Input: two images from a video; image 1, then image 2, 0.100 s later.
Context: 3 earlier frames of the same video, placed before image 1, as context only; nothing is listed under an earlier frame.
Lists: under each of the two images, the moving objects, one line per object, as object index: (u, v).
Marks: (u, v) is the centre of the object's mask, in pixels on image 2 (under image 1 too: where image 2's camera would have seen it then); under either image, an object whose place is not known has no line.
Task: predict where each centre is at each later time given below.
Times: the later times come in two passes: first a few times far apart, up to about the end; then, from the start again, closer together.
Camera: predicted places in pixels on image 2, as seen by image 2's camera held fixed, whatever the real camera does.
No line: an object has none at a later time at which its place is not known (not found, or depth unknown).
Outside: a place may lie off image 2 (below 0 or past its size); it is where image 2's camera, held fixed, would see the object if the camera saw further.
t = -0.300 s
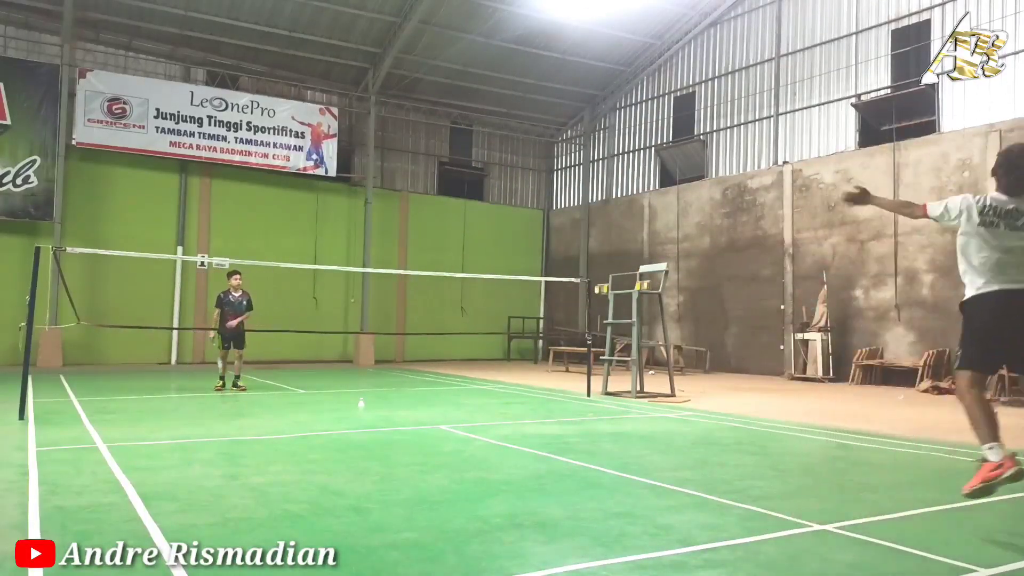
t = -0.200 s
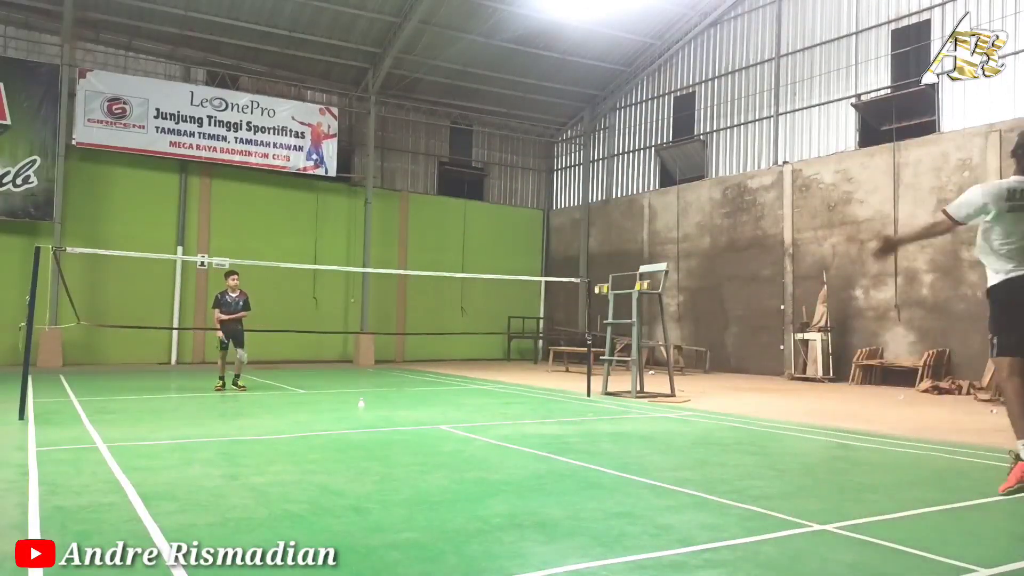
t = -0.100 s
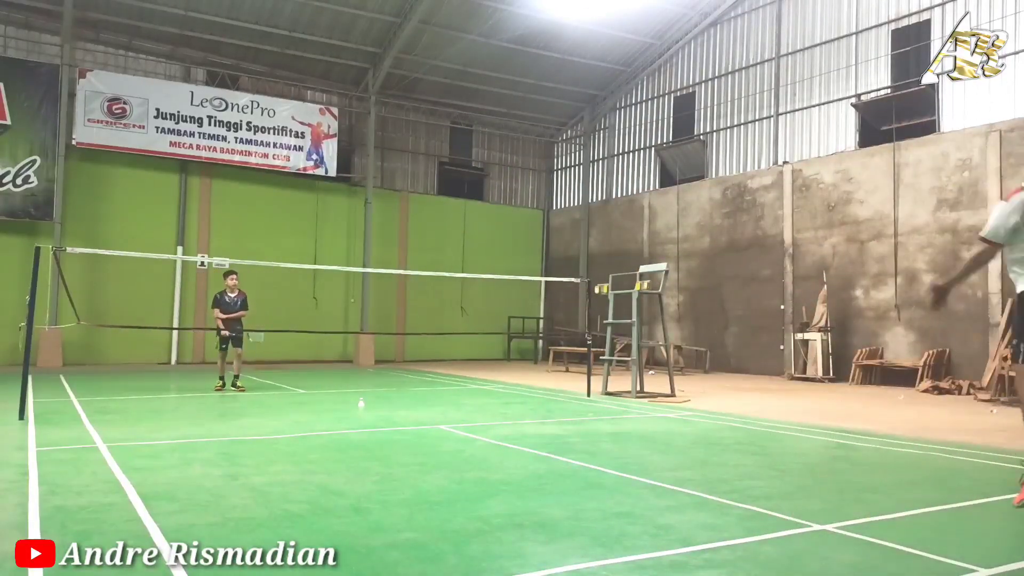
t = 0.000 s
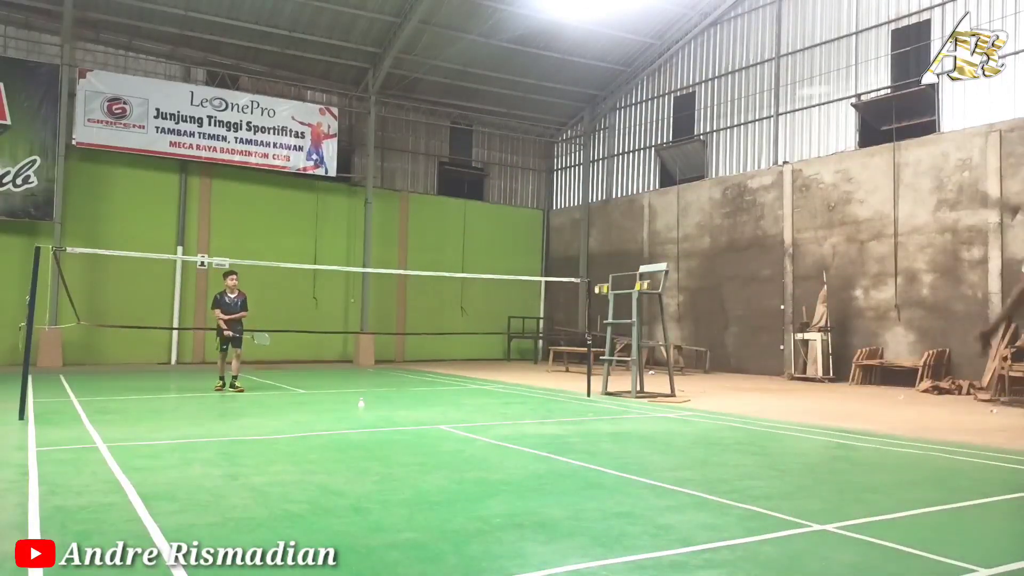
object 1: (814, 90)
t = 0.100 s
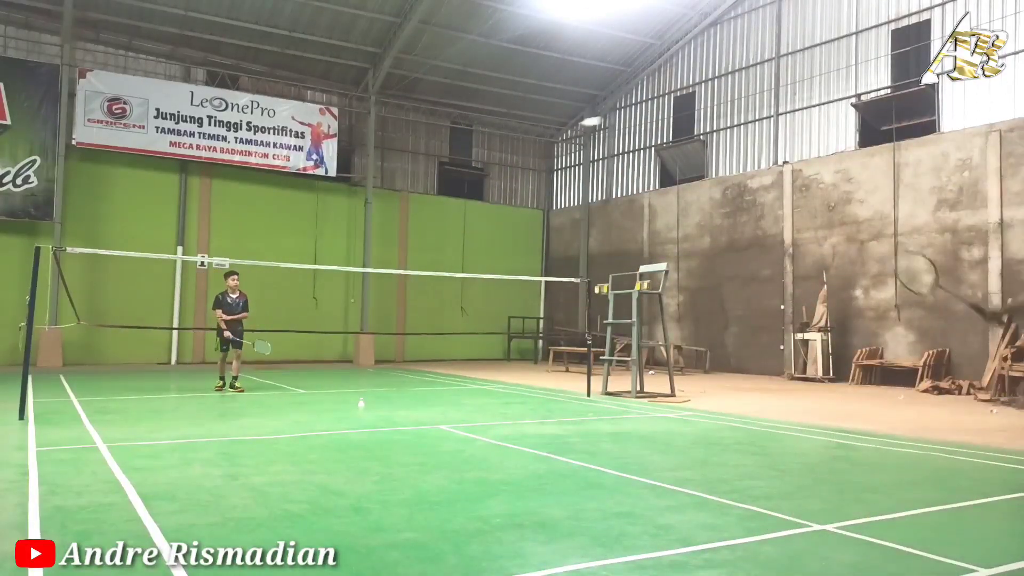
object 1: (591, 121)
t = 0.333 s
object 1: (390, 177)
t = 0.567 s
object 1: (299, 242)
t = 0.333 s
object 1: (390, 177)
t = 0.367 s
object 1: (373, 185)
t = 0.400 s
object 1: (358, 194)
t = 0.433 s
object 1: (344, 203)
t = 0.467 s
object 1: (331, 212)
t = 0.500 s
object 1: (319, 222)
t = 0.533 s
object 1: (309, 232)
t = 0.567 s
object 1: (299, 242)
